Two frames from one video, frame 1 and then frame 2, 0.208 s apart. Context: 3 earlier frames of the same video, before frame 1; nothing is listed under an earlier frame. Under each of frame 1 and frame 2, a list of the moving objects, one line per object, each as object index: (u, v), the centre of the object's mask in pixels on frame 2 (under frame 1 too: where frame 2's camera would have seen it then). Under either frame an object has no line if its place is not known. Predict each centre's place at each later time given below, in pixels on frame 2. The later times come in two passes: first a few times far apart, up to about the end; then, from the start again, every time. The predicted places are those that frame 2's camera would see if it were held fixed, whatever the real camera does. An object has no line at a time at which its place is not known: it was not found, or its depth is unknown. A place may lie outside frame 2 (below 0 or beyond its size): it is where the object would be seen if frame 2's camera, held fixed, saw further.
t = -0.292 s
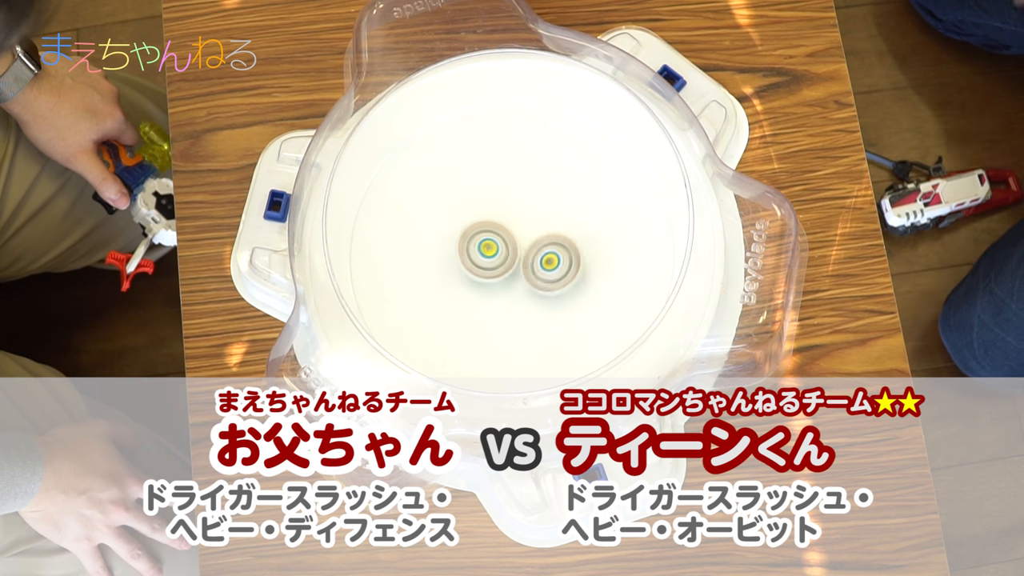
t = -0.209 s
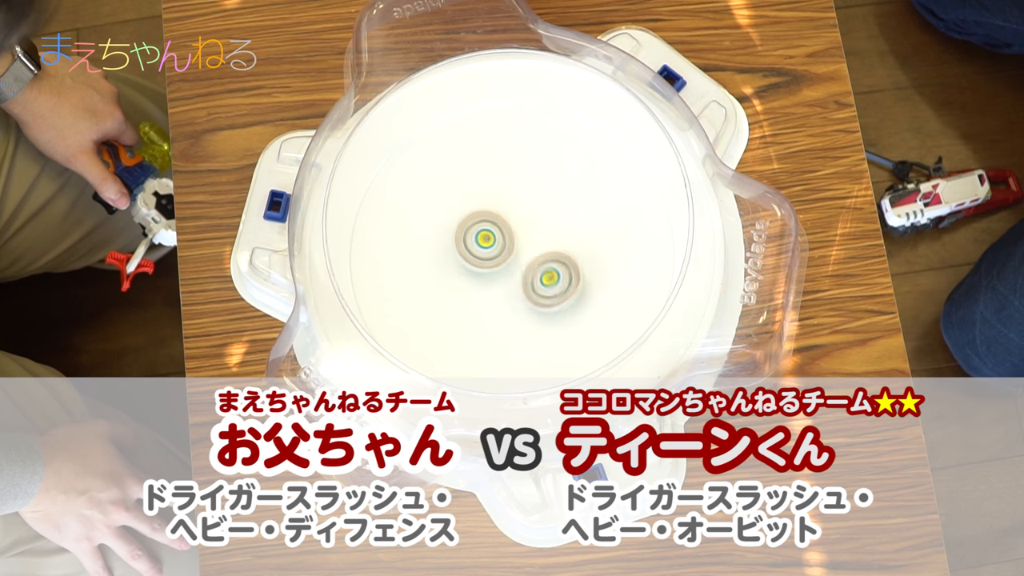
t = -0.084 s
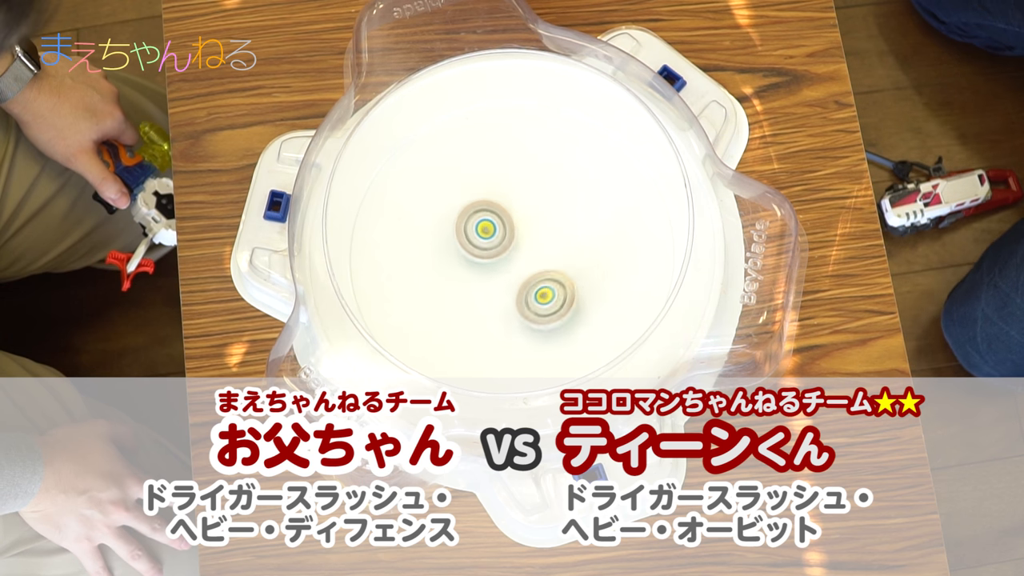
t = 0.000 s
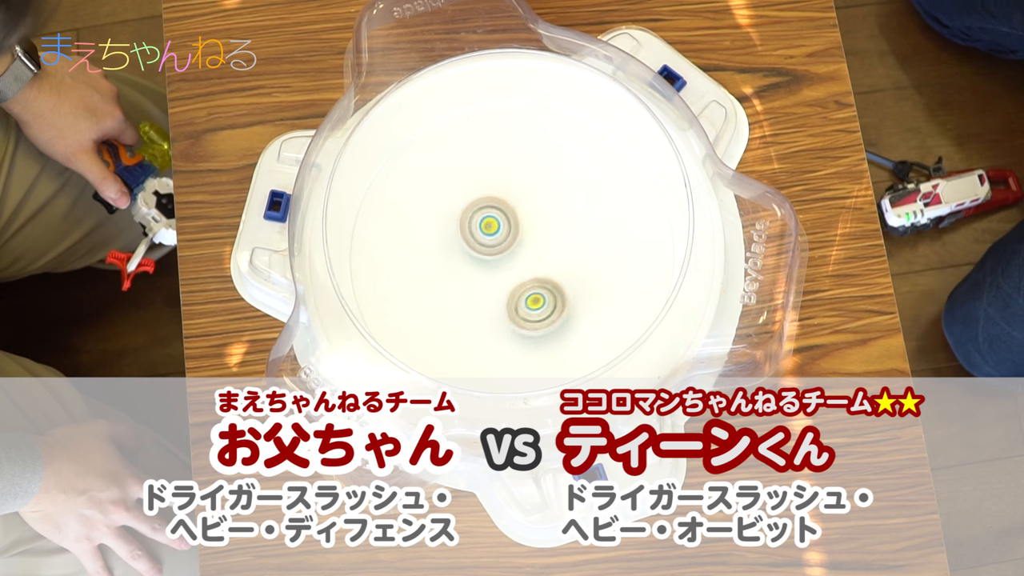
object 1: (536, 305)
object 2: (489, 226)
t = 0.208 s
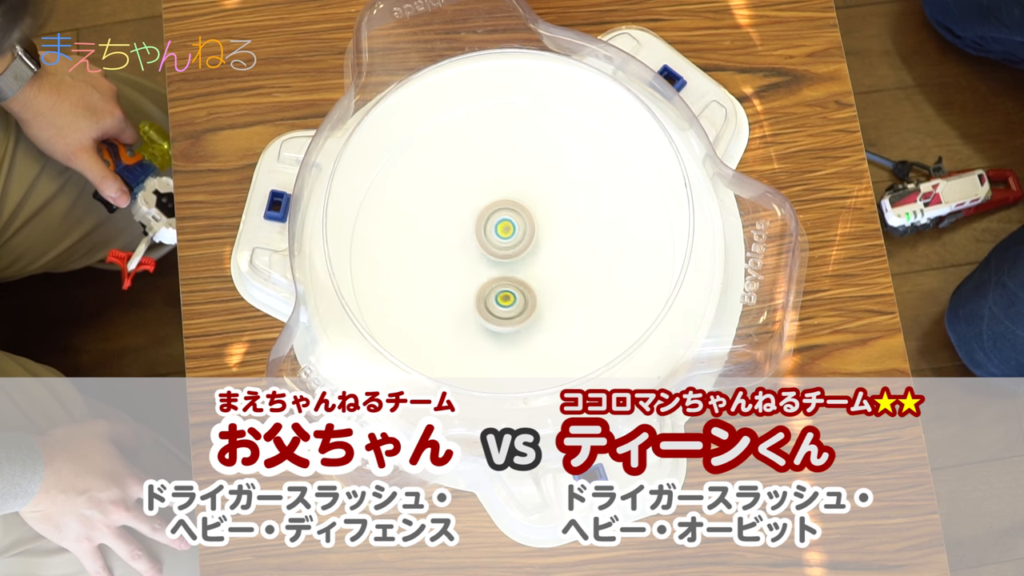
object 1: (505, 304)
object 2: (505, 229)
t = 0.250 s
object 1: (499, 301)
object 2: (508, 232)
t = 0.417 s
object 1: (476, 284)
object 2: (524, 237)
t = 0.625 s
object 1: (456, 247)
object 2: (545, 259)
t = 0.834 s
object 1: (453, 209)
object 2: (555, 284)
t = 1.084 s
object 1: (499, 203)
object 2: (529, 289)
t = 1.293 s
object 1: (549, 225)
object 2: (493, 278)
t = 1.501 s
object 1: (564, 260)
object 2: (482, 255)
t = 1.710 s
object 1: (537, 294)
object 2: (493, 236)
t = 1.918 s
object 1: (495, 297)
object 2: (519, 236)
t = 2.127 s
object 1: (467, 267)
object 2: (535, 255)
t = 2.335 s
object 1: (471, 230)
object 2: (526, 276)
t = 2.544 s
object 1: (502, 213)
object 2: (508, 276)
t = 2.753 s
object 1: (540, 220)
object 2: (494, 272)
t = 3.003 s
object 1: (585, 259)
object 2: (477, 254)
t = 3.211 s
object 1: (552, 275)
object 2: (490, 256)
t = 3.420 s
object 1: (514, 290)
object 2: (496, 233)
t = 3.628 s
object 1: (463, 261)
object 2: (526, 220)
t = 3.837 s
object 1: (477, 226)
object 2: (542, 238)
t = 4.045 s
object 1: (504, 215)
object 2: (534, 277)
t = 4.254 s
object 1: (527, 222)
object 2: (516, 289)
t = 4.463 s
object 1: (539, 234)
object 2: (490, 282)
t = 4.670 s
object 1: (530, 241)
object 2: (481, 265)
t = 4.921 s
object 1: (532, 255)
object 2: (469, 203)
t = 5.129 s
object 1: (529, 253)
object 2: (494, 187)
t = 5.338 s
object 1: (523, 257)
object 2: (520, 198)
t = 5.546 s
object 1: (506, 267)
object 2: (549, 213)
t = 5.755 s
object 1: (500, 262)
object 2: (545, 216)
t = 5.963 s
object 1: (501, 263)
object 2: (539, 219)
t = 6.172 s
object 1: (501, 263)
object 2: (537, 220)
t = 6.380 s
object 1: (501, 263)
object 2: (536, 220)
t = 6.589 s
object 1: (501, 264)
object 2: (536, 220)
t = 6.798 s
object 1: (501, 263)
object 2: (536, 220)
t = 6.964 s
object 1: (501, 263)
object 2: (536, 220)
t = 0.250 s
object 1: (499, 301)
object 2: (508, 232)
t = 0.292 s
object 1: (493, 296)
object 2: (511, 235)
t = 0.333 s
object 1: (488, 292)
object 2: (515, 235)
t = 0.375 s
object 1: (483, 289)
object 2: (519, 237)
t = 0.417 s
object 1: (476, 284)
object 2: (524, 237)
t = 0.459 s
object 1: (473, 279)
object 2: (528, 240)
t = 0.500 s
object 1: (470, 273)
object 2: (530, 243)
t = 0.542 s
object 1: (468, 267)
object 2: (531, 246)
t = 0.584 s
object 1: (467, 260)
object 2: (531, 249)
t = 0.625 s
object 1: (456, 247)
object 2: (545, 259)
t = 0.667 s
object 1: (447, 235)
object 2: (554, 266)
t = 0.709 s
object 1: (445, 226)
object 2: (557, 272)
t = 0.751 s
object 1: (446, 220)
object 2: (558, 277)
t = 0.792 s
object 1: (449, 214)
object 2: (557, 281)
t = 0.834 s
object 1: (453, 209)
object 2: (555, 284)
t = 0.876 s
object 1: (458, 205)
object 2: (552, 287)
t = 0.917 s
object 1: (465, 202)
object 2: (549, 288)
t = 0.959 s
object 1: (473, 200)
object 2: (545, 289)
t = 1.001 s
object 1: (481, 200)
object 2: (540, 290)
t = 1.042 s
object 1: (490, 201)
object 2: (535, 290)
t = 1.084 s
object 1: (499, 203)
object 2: (529, 289)
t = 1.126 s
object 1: (507, 208)
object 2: (524, 287)
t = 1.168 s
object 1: (517, 213)
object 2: (518, 284)
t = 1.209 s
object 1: (526, 220)
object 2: (511, 279)
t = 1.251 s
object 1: (538, 222)
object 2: (502, 279)
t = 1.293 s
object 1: (549, 225)
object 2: (493, 278)
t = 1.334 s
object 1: (558, 230)
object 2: (488, 275)
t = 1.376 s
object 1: (562, 237)
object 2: (485, 270)
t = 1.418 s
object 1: (564, 245)
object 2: (482, 265)
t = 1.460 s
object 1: (564, 253)
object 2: (482, 261)
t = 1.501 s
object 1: (564, 260)
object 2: (482, 255)
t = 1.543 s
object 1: (561, 268)
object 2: (482, 250)
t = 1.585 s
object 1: (556, 275)
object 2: (484, 246)
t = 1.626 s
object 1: (550, 282)
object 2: (486, 241)
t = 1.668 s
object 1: (544, 288)
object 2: (489, 238)
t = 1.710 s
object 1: (537, 294)
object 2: (493, 236)
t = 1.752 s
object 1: (529, 298)
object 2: (499, 234)
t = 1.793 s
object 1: (522, 299)
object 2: (504, 233)
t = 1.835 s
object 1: (513, 300)
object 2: (509, 233)
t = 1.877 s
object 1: (504, 300)
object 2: (515, 234)
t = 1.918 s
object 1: (495, 297)
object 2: (519, 236)
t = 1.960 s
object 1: (488, 293)
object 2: (523, 239)
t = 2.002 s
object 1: (481, 288)
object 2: (528, 244)
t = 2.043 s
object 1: (475, 282)
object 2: (532, 247)
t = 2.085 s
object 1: (470, 274)
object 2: (534, 251)
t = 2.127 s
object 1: (467, 267)
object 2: (535, 255)
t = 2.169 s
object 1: (466, 260)
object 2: (535, 259)
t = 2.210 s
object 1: (465, 252)
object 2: (535, 265)
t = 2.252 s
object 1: (466, 244)
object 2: (532, 269)
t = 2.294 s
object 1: (468, 236)
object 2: (529, 272)
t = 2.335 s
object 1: (471, 230)
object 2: (526, 276)
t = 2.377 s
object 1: (476, 224)
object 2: (524, 277)
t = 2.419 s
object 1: (481, 220)
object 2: (520, 278)
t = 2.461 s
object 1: (488, 217)
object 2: (516, 278)
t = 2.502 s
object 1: (495, 215)
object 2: (512, 277)
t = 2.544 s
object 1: (502, 213)
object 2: (508, 276)
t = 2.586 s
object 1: (509, 211)
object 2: (503, 276)
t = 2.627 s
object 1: (519, 208)
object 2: (498, 278)
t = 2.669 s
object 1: (526, 209)
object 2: (496, 276)
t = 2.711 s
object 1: (533, 214)
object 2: (494, 274)
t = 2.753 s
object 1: (540, 220)
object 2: (494, 272)
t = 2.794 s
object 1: (545, 227)
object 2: (494, 269)
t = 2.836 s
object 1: (548, 235)
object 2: (495, 266)
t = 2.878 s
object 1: (559, 240)
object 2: (489, 262)
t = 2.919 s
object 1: (572, 246)
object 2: (479, 260)
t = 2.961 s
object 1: (583, 254)
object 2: (476, 258)
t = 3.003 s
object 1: (585, 259)
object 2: (477, 254)
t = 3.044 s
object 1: (583, 264)
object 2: (480, 254)
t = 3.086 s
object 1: (577, 267)
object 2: (482, 254)
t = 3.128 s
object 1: (571, 270)
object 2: (483, 254)
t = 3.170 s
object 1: (562, 273)
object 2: (486, 256)
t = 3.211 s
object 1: (552, 275)
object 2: (490, 256)
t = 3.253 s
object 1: (547, 280)
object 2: (487, 251)
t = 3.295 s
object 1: (540, 282)
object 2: (486, 246)
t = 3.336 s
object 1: (531, 288)
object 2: (486, 241)
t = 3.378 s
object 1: (523, 288)
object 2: (489, 238)
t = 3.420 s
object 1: (514, 290)
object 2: (496, 233)
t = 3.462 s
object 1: (500, 291)
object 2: (506, 228)
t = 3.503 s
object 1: (485, 286)
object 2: (512, 224)
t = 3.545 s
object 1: (475, 279)
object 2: (517, 222)
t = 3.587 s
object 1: (469, 270)
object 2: (521, 220)
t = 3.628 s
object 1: (463, 261)
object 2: (526, 220)
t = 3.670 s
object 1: (462, 252)
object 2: (531, 221)
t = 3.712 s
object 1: (463, 245)
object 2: (535, 224)
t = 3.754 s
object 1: (465, 237)
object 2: (539, 228)
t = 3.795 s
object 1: (471, 232)
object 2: (541, 232)
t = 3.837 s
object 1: (477, 226)
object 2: (542, 238)
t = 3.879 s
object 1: (485, 225)
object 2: (541, 245)
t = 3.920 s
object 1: (493, 220)
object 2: (541, 250)
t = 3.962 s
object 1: (496, 215)
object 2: (541, 259)
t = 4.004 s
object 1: (501, 213)
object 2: (538, 270)
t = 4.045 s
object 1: (504, 215)
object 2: (534, 277)
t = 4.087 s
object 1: (509, 217)
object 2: (532, 282)
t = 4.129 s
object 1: (513, 219)
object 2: (528, 283)
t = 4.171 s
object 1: (521, 218)
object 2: (523, 287)
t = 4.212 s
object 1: (525, 219)
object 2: (520, 290)
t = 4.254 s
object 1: (527, 222)
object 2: (516, 289)
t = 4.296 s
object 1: (527, 226)
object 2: (514, 286)
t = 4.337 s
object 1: (530, 228)
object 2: (509, 286)
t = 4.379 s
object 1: (531, 230)
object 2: (506, 284)
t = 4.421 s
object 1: (534, 234)
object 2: (498, 282)
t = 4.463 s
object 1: (539, 234)
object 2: (490, 282)
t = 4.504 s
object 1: (541, 237)
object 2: (484, 279)
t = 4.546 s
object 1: (540, 240)
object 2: (482, 277)
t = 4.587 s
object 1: (536, 242)
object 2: (479, 273)
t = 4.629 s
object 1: (533, 240)
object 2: (480, 268)
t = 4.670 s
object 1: (530, 241)
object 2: (481, 265)
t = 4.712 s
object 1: (524, 242)
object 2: (479, 262)
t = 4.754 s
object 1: (530, 246)
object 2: (476, 251)
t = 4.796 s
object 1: (534, 252)
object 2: (471, 239)
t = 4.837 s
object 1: (534, 256)
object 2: (469, 225)
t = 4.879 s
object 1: (532, 255)
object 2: (468, 213)
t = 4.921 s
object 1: (532, 255)
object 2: (469, 203)
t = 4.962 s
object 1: (533, 255)
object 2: (474, 195)
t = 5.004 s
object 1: (533, 255)
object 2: (479, 190)
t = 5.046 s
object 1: (532, 256)
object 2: (482, 187)
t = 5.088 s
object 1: (531, 255)
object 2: (487, 187)
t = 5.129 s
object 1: (529, 253)
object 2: (494, 187)
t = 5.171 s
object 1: (528, 251)
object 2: (500, 187)
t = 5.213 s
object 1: (527, 250)
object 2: (504, 188)
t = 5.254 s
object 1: (527, 250)
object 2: (508, 190)
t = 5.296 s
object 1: (528, 254)
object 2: (513, 193)
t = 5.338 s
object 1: (523, 257)
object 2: (520, 198)
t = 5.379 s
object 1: (519, 257)
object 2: (526, 202)
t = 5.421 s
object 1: (519, 256)
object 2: (531, 205)
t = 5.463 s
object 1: (515, 261)
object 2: (536, 210)
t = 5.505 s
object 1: (511, 265)
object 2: (543, 211)
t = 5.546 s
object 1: (506, 267)
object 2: (549, 213)
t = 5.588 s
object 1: (504, 268)
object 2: (552, 214)
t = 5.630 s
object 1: (503, 268)
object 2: (555, 214)
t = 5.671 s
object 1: (502, 266)
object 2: (553, 215)
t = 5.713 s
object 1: (501, 263)
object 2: (550, 216)
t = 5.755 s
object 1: (500, 262)
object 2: (545, 216)
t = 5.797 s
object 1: (500, 264)
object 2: (541, 216)
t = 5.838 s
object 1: (501, 264)
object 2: (538, 216)
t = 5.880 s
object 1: (501, 263)
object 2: (539, 218)
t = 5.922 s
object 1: (501, 263)
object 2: (539, 219)
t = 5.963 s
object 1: (501, 263)
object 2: (539, 219)
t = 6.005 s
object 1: (501, 263)
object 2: (538, 219)
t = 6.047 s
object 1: (501, 263)
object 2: (537, 219)
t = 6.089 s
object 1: (501, 263)
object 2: (537, 220)
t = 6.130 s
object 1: (501, 263)
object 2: (537, 220)
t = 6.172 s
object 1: (501, 263)
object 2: (537, 220)
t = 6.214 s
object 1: (501, 263)
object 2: (536, 220)
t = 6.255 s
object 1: (501, 263)
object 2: (536, 220)
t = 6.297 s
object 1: (501, 263)
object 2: (536, 220)
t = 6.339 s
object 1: (501, 263)
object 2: (536, 220)
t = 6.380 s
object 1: (501, 263)
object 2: (536, 220)
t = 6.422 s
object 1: (501, 263)
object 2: (536, 220)
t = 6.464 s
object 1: (501, 263)
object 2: (536, 220)
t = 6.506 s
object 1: (501, 263)
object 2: (536, 220)
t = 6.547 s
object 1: (501, 263)
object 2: (536, 220)
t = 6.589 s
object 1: (501, 264)
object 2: (536, 220)
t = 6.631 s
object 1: (501, 263)
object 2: (536, 220)
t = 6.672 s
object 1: (501, 263)
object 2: (536, 220)
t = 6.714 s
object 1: (501, 263)
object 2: (536, 220)
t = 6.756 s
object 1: (501, 263)
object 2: (536, 220)
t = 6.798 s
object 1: (501, 263)
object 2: (536, 220)
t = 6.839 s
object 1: (501, 263)
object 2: (536, 220)
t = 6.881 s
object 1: (501, 263)
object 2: (537, 220)
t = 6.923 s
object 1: (501, 263)
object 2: (536, 220)
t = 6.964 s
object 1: (501, 263)
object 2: (536, 220)
